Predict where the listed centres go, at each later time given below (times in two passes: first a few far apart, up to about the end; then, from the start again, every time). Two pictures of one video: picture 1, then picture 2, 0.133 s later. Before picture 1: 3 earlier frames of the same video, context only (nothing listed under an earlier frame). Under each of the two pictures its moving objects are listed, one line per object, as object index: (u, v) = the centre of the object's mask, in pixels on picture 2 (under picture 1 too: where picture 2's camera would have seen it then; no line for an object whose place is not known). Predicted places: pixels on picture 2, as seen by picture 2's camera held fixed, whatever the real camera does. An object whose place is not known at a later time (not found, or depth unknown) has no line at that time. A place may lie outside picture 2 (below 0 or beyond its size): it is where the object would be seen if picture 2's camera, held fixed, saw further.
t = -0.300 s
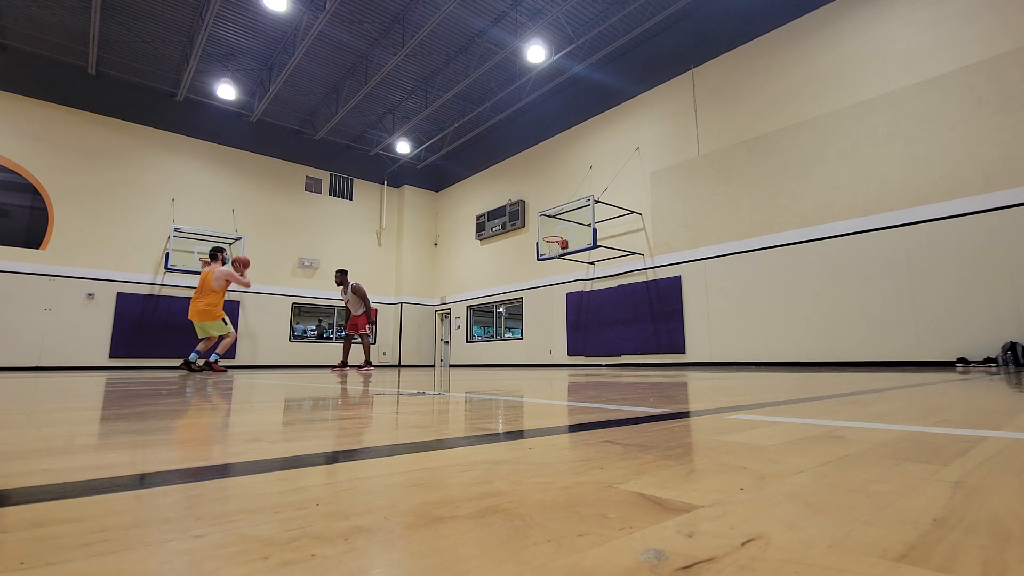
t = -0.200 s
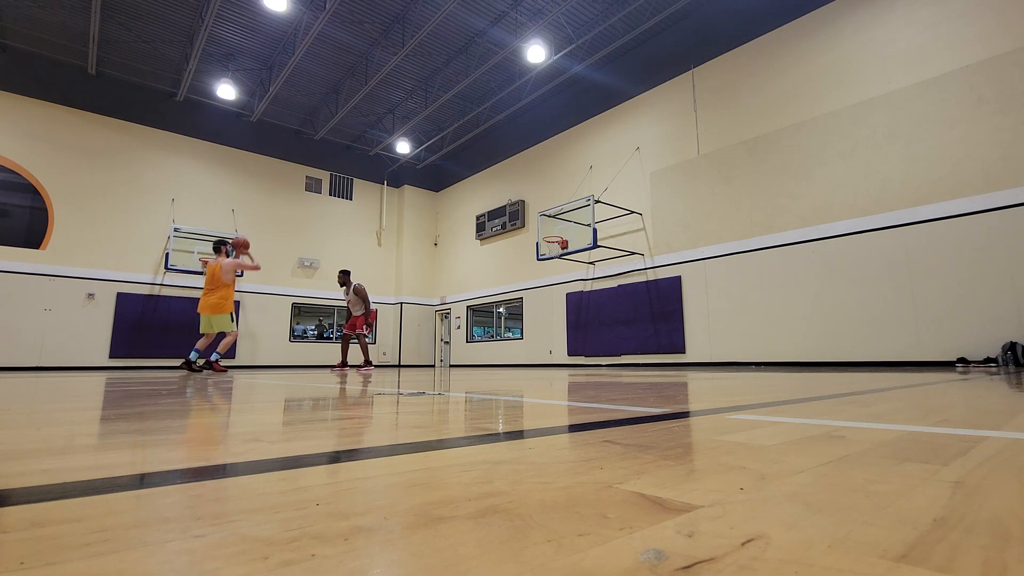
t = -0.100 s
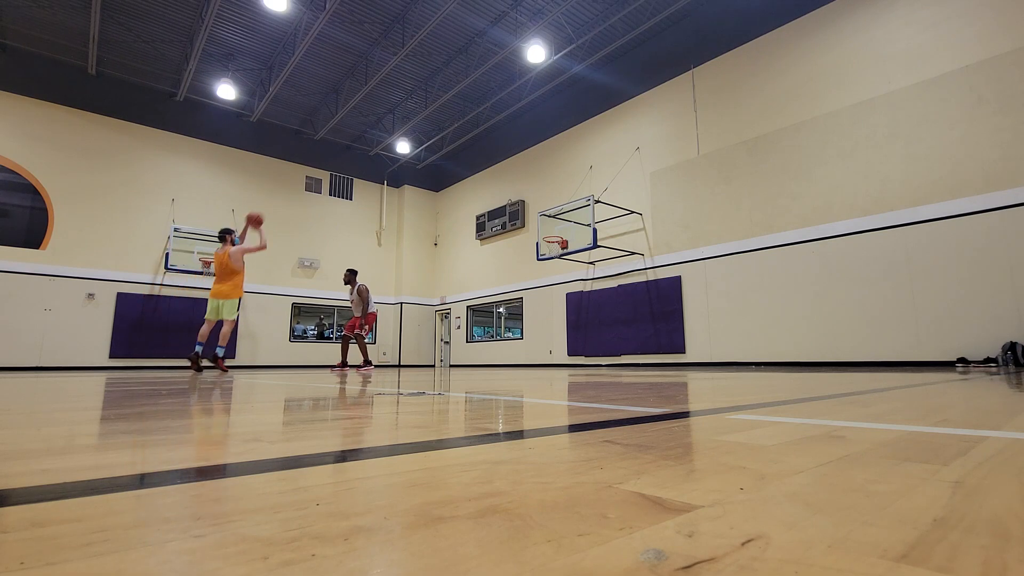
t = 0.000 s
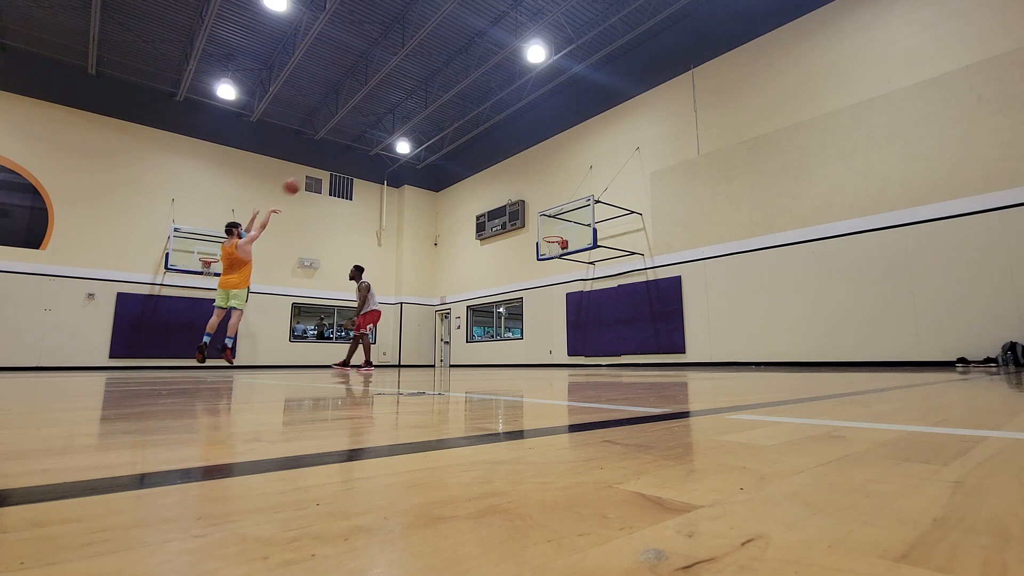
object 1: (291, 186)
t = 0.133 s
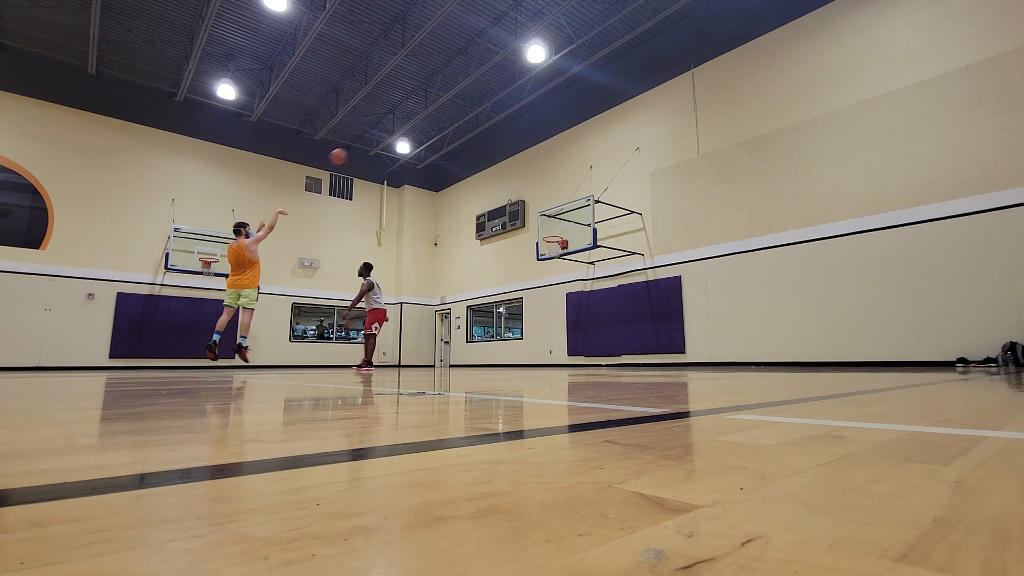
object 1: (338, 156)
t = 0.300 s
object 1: (386, 137)
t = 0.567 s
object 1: (450, 137)
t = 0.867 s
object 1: (505, 171)
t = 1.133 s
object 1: (547, 225)
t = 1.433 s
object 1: (555, 264)
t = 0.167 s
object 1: (349, 151)
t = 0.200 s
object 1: (359, 146)
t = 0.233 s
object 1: (369, 142)
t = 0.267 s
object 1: (377, 139)
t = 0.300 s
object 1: (386, 137)
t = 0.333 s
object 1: (395, 133)
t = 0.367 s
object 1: (404, 133)
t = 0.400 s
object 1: (412, 133)
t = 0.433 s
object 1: (420, 132)
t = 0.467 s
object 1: (428, 133)
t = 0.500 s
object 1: (435, 134)
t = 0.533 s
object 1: (443, 135)
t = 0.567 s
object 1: (450, 137)
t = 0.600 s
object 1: (456, 139)
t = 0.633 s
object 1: (463, 142)
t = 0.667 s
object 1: (470, 145)
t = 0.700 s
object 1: (476, 148)
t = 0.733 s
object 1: (482, 152)
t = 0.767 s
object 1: (488, 156)
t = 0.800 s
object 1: (494, 160)
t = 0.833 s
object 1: (500, 165)
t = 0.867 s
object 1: (505, 171)
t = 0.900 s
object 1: (511, 176)
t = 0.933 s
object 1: (516, 182)
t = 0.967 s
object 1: (522, 189)
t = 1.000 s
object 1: (527, 195)
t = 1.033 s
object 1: (532, 202)
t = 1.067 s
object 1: (537, 209)
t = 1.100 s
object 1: (542, 217)
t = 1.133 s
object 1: (547, 225)
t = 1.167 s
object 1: (552, 232)
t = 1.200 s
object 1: (557, 242)
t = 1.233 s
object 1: (560, 247)
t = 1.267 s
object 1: (561, 249)
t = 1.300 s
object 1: (561, 251)
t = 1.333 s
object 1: (560, 253)
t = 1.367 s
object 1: (559, 256)
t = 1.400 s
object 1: (557, 260)
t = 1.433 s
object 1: (555, 264)
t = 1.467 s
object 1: (554, 269)
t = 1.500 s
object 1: (553, 274)
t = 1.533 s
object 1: (551, 279)
